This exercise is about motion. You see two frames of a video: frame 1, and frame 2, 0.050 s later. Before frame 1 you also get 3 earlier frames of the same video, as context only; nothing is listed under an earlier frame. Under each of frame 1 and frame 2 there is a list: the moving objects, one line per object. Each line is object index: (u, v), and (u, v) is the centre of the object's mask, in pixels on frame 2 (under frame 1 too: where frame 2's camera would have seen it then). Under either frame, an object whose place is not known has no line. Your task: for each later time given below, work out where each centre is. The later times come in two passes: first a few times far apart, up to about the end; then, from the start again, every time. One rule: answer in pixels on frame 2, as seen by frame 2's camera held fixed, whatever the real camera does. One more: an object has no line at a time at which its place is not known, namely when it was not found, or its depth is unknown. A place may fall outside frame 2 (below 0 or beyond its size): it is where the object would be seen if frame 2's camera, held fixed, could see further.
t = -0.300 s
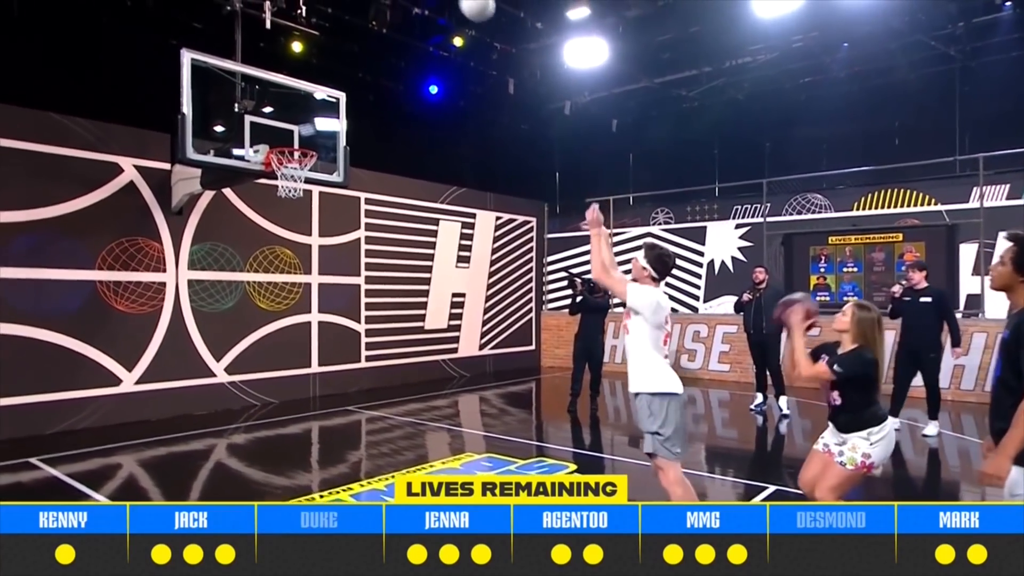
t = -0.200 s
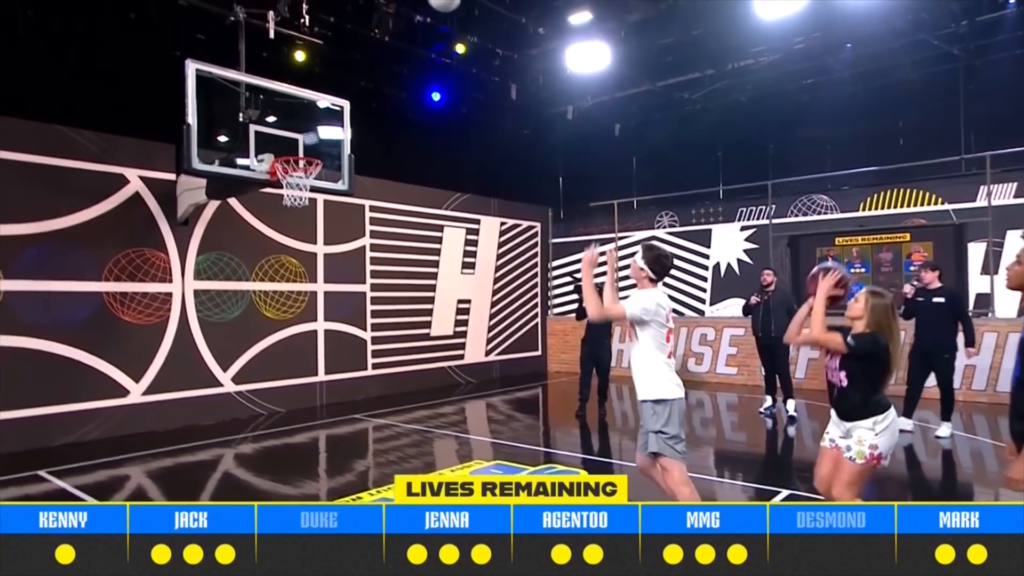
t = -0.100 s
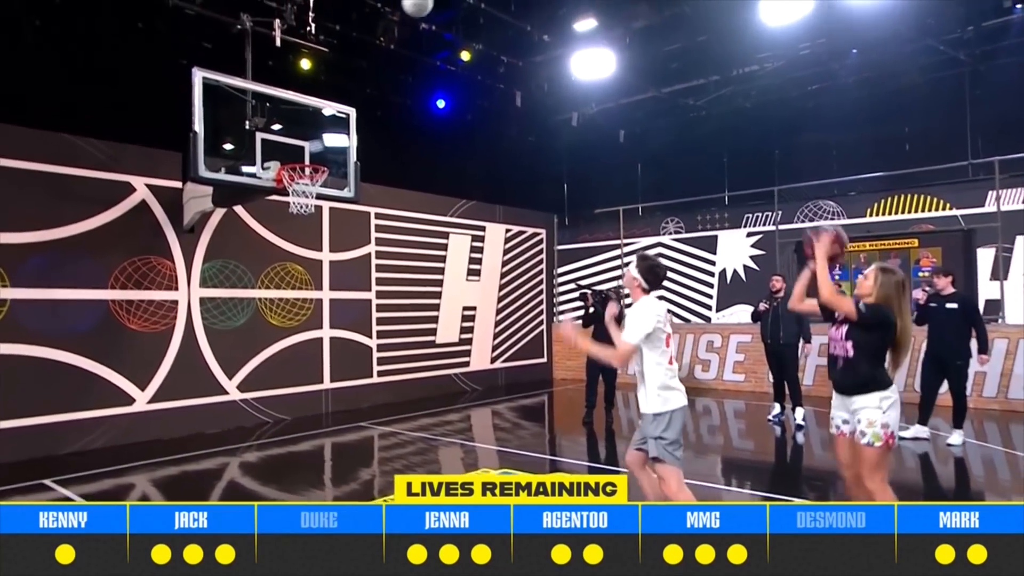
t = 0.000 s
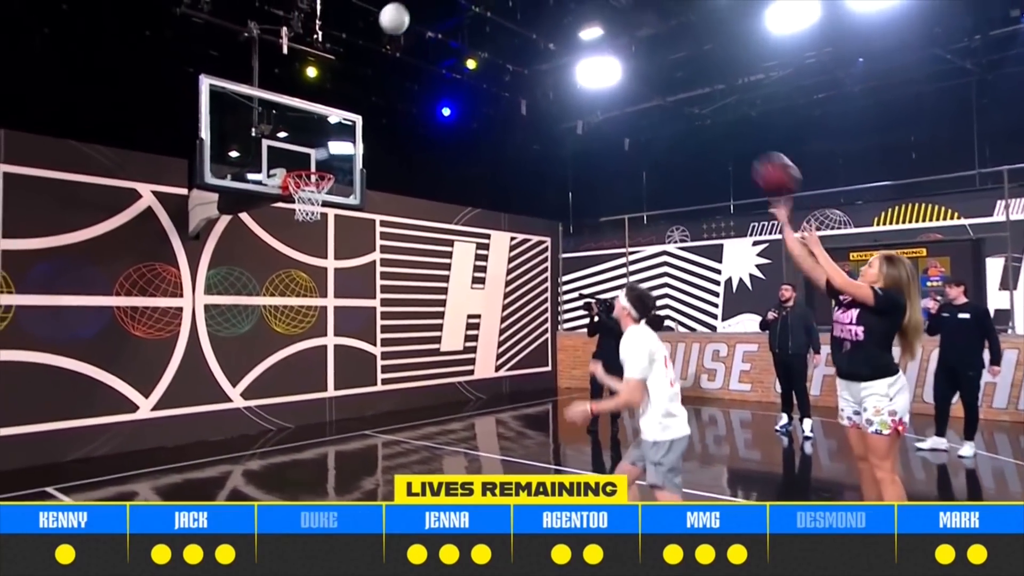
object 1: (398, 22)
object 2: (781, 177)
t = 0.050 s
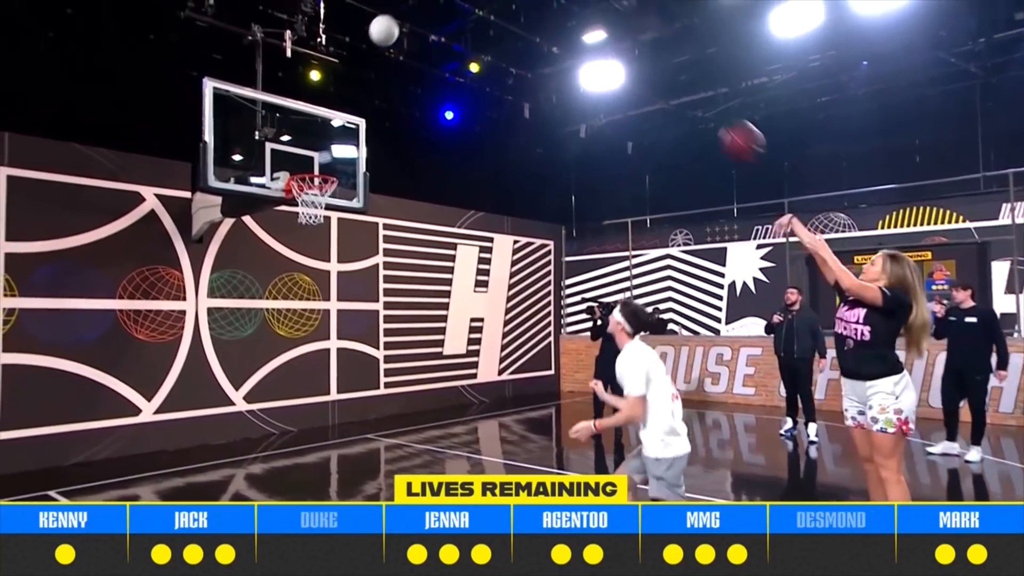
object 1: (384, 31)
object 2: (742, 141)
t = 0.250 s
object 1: (333, 86)
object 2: (614, 48)
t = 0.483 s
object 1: (285, 156)
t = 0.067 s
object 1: (379, 34)
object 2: (731, 131)
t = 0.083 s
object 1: (375, 37)
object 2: (719, 120)
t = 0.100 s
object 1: (370, 41)
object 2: (707, 111)
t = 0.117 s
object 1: (366, 45)
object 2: (696, 101)
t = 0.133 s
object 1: (362, 50)
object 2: (685, 92)
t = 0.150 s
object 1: (358, 54)
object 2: (674, 84)
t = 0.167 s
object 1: (353, 59)
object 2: (664, 78)
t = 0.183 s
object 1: (349, 64)
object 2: (654, 72)
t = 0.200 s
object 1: (345, 69)
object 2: (644, 64)
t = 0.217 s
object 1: (341, 74)
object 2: (635, 56)
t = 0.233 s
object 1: (337, 80)
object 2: (624, 52)
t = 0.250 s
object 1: (333, 86)
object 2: (614, 48)
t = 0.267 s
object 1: (329, 91)
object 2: (604, 45)
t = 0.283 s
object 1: (326, 97)
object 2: (595, 40)
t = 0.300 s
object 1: (321, 105)
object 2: (580, 34)
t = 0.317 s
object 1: (318, 112)
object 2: (570, 32)
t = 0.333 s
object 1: (313, 121)
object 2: (565, 31)
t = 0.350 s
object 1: (310, 126)
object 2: (557, 31)
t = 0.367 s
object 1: (307, 133)
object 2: (549, 29)
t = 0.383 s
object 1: (304, 139)
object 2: (541, 26)
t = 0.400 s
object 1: (300, 148)
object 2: (532, 26)
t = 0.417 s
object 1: (296, 157)
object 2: (525, 24)
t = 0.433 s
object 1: (293, 162)
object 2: (516, 25)
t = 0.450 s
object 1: (291, 161)
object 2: (508, 25)
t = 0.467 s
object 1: (288, 158)
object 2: (500, 25)
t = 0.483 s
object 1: (285, 156)
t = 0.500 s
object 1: (283, 152)
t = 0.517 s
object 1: (280, 149)
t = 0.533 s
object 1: (277, 147)
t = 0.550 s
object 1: (274, 145)
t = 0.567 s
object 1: (272, 143)
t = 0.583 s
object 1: (269, 141)
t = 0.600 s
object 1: (266, 140)
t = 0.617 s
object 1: (264, 139)
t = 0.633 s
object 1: (261, 139)
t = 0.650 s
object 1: (258, 139)
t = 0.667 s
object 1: (256, 139)
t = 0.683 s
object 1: (253, 139)
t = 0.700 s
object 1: (251, 139)
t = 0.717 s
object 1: (250, 138)
